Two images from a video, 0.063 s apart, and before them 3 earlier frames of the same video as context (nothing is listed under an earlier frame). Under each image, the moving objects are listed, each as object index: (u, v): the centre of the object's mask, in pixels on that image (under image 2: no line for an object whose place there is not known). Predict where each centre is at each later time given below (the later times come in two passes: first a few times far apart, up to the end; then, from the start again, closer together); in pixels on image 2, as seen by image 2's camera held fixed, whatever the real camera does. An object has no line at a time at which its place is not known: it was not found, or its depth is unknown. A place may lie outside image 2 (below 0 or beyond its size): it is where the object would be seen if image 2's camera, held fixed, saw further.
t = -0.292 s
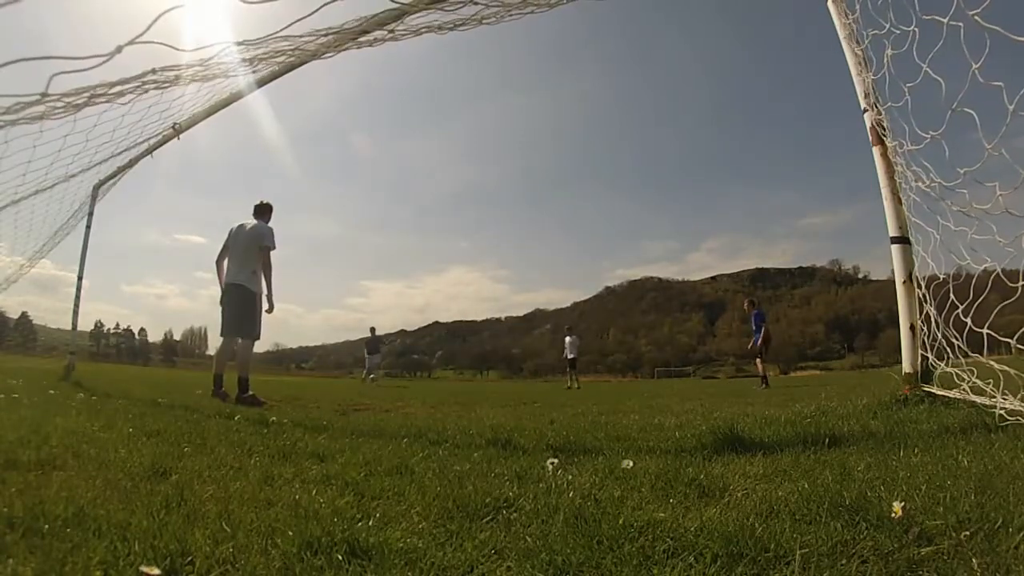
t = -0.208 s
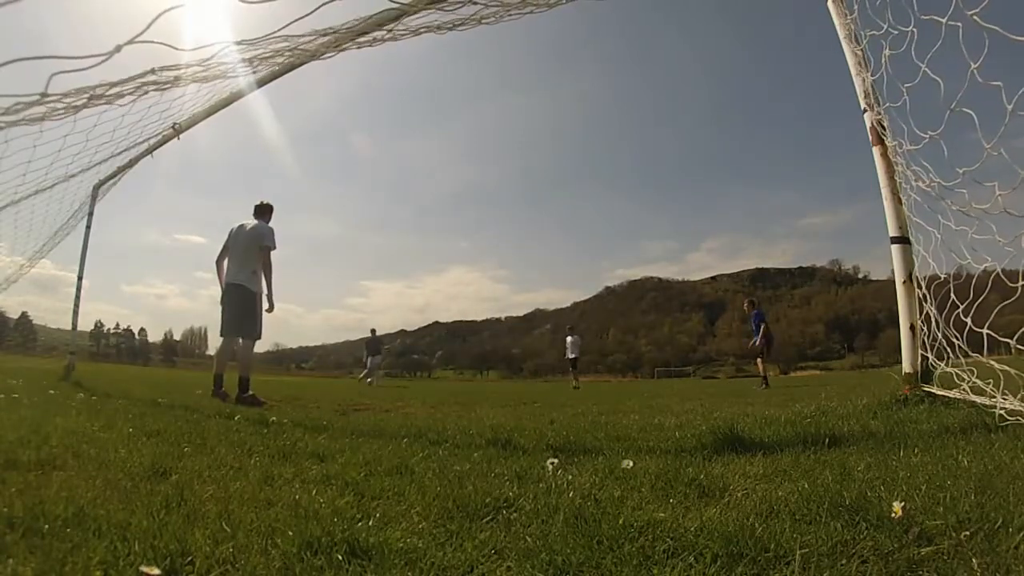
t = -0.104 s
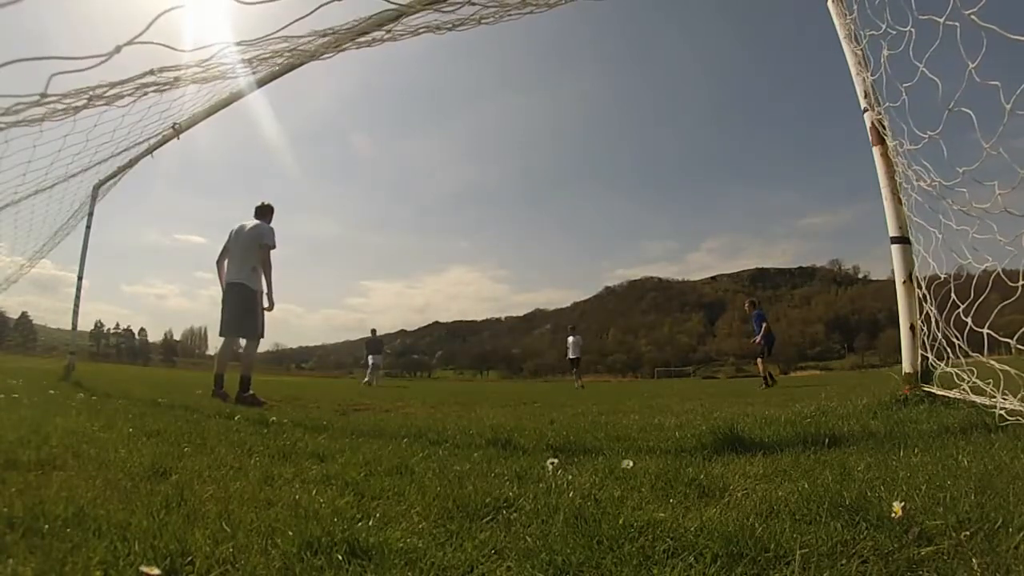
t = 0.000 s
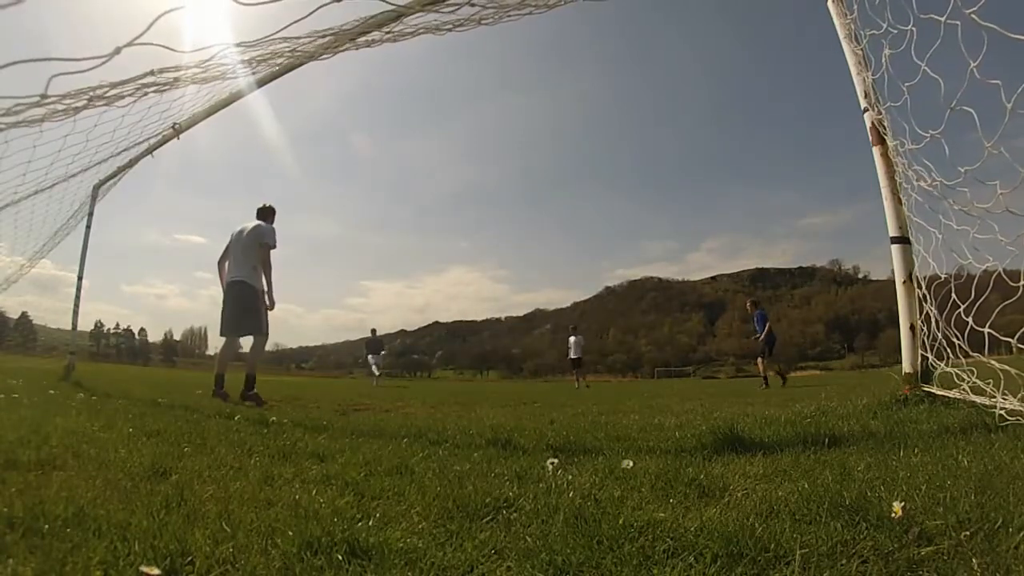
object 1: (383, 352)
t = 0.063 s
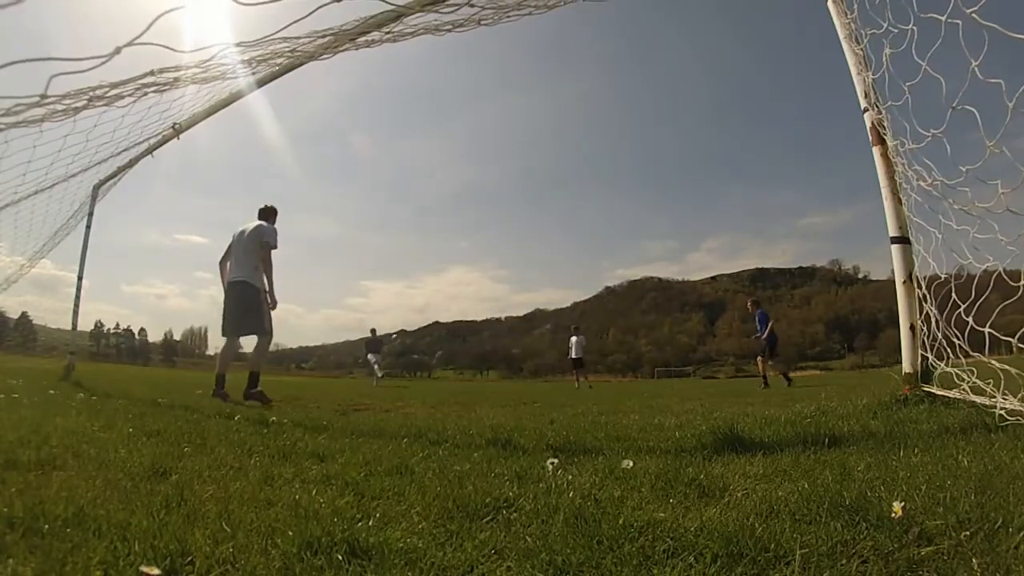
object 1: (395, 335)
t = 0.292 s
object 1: (441, 283)
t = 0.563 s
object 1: (506, 233)
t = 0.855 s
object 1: (591, 205)
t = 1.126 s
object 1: (689, 213)
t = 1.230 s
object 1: (733, 228)
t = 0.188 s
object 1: (419, 308)
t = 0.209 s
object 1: (424, 302)
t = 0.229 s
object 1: (428, 298)
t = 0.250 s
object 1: (432, 293)
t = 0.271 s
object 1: (437, 288)
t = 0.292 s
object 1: (441, 283)
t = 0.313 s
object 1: (446, 279)
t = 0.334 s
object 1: (451, 274)
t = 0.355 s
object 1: (455, 270)
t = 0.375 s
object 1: (460, 266)
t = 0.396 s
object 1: (465, 261)
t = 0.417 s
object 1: (469, 257)
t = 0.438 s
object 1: (474, 254)
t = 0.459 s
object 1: (480, 250)
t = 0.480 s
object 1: (485, 246)
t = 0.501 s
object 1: (490, 243)
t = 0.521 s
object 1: (495, 239)
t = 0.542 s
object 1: (501, 236)
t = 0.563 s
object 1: (506, 233)
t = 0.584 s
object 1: (511, 230)
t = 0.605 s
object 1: (517, 227)
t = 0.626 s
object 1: (523, 224)
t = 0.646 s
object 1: (528, 222)
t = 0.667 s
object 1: (534, 219)
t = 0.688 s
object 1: (540, 217)
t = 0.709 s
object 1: (546, 215)
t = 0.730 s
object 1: (552, 213)
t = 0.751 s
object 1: (558, 211)
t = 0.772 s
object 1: (565, 210)
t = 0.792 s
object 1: (571, 208)
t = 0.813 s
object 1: (577, 207)
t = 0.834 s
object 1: (584, 206)
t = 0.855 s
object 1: (591, 205)
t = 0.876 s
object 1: (597, 204)
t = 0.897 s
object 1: (605, 204)
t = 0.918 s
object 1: (611, 203)
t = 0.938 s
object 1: (618, 203)
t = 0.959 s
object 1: (626, 203)
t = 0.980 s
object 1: (633, 203)
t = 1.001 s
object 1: (640, 204)
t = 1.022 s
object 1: (648, 205)
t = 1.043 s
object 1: (656, 206)
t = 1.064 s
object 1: (664, 208)
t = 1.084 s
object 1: (672, 209)
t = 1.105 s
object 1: (680, 211)
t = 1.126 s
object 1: (689, 213)
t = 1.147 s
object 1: (698, 215)
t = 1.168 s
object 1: (706, 218)
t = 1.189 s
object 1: (715, 221)
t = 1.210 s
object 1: (724, 224)
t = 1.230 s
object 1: (733, 228)
